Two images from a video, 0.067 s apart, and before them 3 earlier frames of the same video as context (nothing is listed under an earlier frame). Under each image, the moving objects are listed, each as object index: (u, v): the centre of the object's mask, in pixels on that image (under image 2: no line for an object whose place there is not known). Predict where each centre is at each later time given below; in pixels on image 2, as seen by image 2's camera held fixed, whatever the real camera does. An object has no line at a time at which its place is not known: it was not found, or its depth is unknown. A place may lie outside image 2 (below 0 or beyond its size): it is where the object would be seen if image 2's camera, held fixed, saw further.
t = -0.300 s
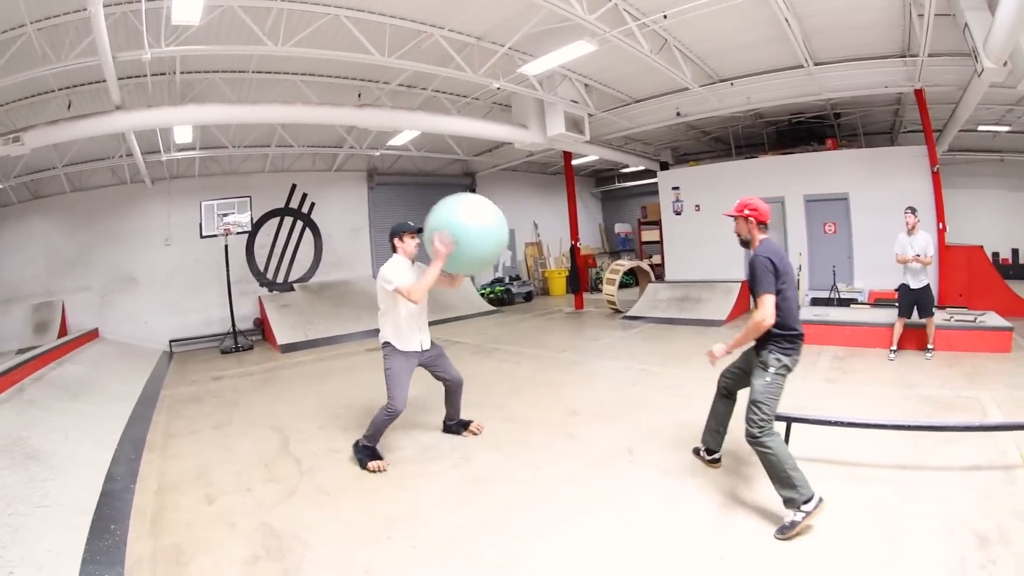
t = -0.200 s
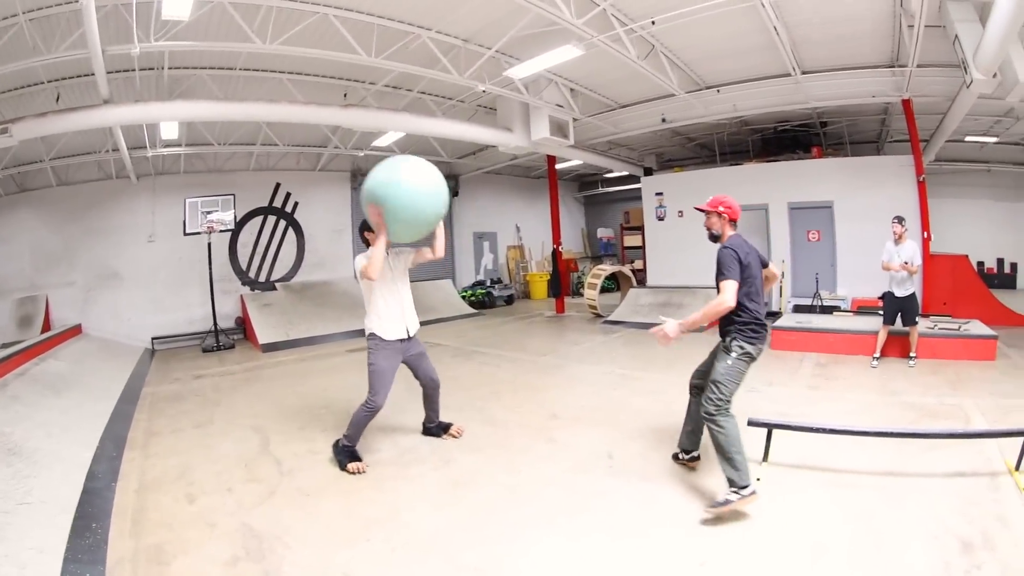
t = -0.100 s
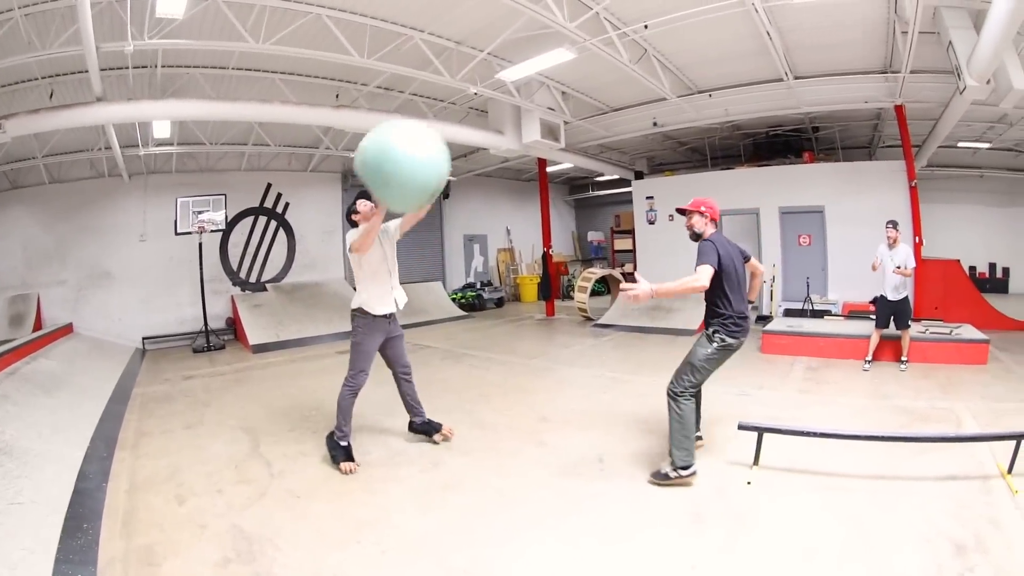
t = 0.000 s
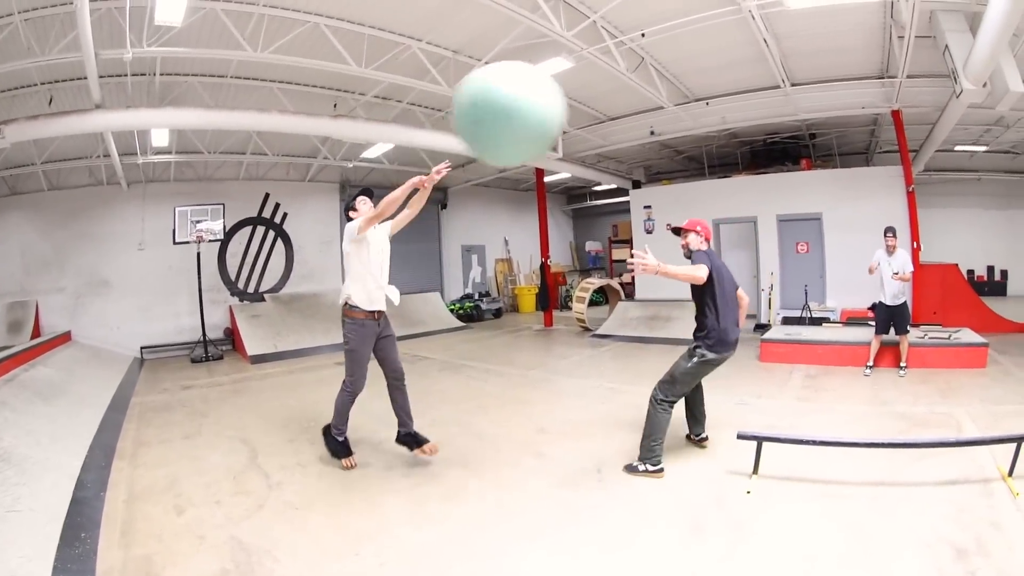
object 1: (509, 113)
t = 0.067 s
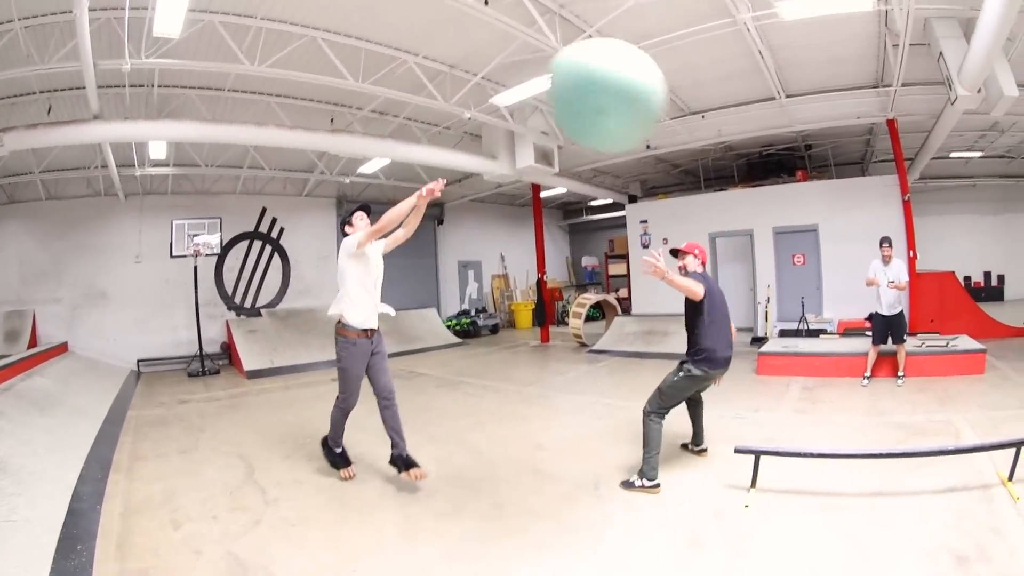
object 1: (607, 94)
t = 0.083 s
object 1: (634, 85)
